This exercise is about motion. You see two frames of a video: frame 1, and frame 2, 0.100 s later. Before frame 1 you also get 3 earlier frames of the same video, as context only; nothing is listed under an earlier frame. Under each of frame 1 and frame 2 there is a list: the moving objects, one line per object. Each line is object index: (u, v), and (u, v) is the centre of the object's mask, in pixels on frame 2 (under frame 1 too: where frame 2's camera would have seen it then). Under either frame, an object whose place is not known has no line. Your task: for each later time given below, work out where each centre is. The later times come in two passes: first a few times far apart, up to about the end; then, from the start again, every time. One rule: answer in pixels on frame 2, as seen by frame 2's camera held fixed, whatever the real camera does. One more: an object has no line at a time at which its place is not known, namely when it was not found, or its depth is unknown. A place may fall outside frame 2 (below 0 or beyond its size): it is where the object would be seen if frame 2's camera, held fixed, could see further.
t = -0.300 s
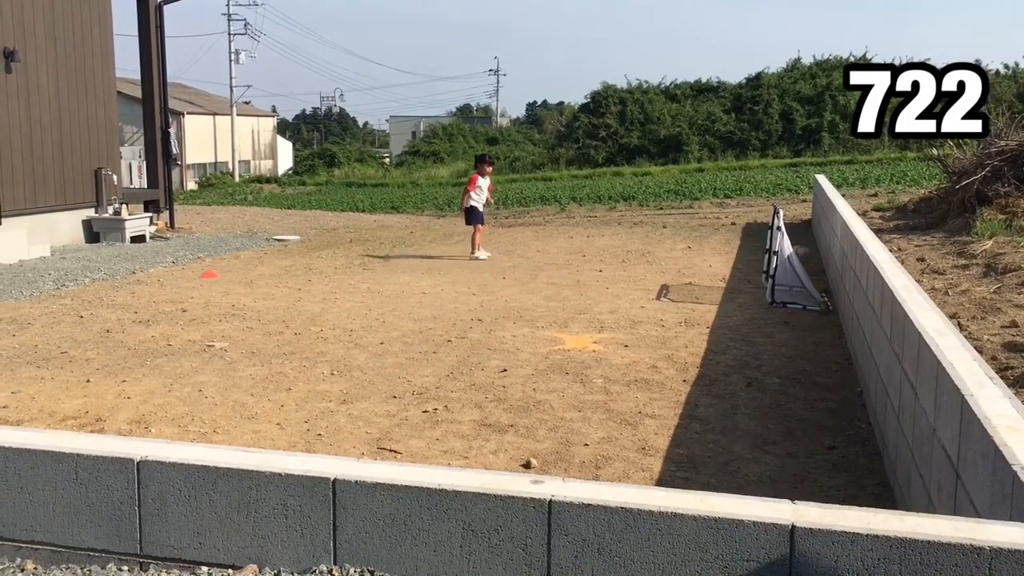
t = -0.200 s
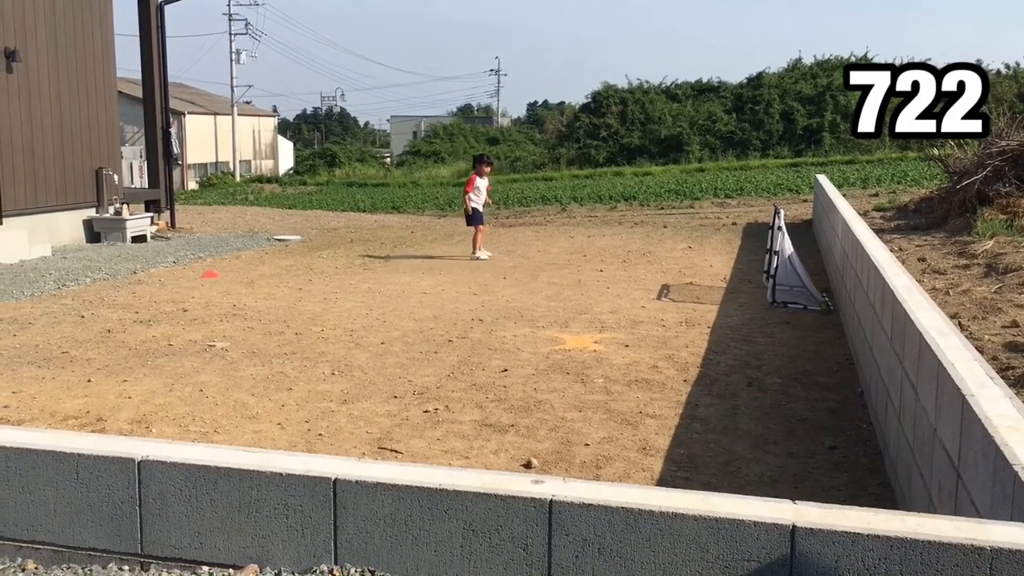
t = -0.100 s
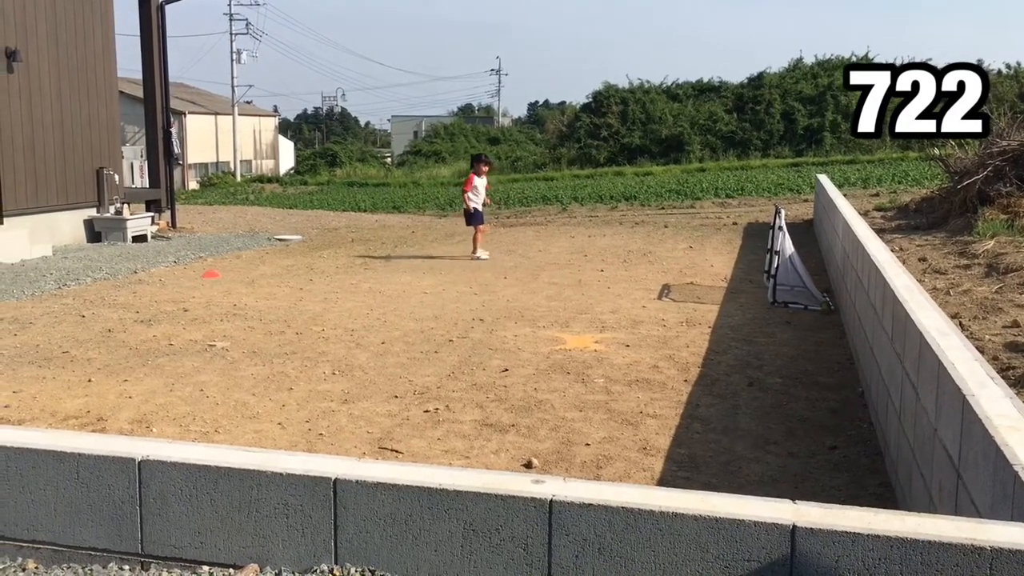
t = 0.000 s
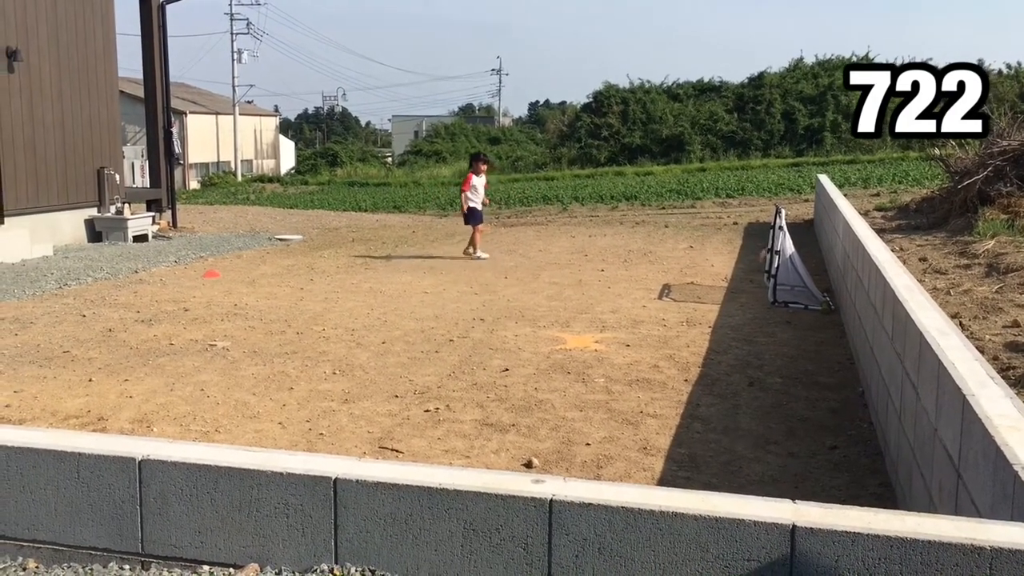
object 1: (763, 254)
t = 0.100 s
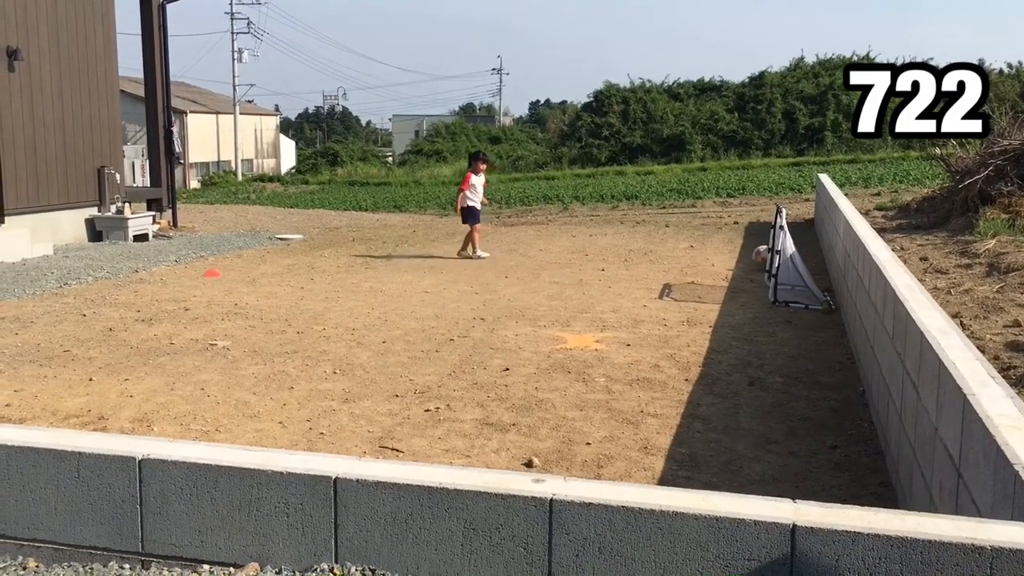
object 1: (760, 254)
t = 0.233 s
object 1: (754, 260)
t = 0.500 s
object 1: (736, 260)
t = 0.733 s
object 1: (718, 260)
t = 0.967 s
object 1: (703, 259)
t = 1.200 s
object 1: (688, 259)
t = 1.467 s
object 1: (674, 259)
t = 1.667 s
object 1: (662, 259)
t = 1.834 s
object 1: (653, 258)
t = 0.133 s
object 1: (759, 254)
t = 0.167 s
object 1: (758, 255)
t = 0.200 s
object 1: (756, 257)
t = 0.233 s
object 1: (754, 260)
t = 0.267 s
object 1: (751, 258)
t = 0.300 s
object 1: (749, 258)
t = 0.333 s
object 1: (748, 258)
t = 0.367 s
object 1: (745, 259)
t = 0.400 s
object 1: (742, 259)
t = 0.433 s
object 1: (740, 259)
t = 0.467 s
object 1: (738, 259)
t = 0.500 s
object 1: (736, 260)
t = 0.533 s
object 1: (733, 259)
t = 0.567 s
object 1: (731, 260)
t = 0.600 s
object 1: (729, 259)
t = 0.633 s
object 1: (726, 260)
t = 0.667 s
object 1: (723, 260)
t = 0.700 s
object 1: (720, 260)
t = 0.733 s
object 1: (718, 260)
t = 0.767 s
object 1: (716, 260)
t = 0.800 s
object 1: (714, 260)
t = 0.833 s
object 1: (712, 260)
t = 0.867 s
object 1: (709, 260)
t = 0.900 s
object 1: (707, 260)
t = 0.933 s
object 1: (705, 260)
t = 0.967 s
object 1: (703, 259)
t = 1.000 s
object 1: (701, 259)
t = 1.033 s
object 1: (699, 259)
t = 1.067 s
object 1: (697, 259)
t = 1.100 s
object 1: (694, 259)
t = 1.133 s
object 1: (692, 259)
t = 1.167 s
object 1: (690, 259)
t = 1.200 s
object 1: (688, 259)
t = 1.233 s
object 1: (687, 259)
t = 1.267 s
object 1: (685, 258)
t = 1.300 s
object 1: (683, 259)
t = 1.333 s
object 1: (681, 258)
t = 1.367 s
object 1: (679, 259)
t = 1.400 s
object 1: (677, 259)
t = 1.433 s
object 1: (676, 259)
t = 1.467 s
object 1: (674, 259)
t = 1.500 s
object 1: (672, 259)
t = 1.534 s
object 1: (670, 259)
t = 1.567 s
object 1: (668, 259)
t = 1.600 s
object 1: (666, 258)
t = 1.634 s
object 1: (664, 259)
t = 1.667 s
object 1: (662, 259)
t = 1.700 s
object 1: (660, 259)
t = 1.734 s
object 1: (659, 258)
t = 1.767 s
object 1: (657, 258)
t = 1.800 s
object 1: (655, 258)
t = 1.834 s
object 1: (653, 258)
